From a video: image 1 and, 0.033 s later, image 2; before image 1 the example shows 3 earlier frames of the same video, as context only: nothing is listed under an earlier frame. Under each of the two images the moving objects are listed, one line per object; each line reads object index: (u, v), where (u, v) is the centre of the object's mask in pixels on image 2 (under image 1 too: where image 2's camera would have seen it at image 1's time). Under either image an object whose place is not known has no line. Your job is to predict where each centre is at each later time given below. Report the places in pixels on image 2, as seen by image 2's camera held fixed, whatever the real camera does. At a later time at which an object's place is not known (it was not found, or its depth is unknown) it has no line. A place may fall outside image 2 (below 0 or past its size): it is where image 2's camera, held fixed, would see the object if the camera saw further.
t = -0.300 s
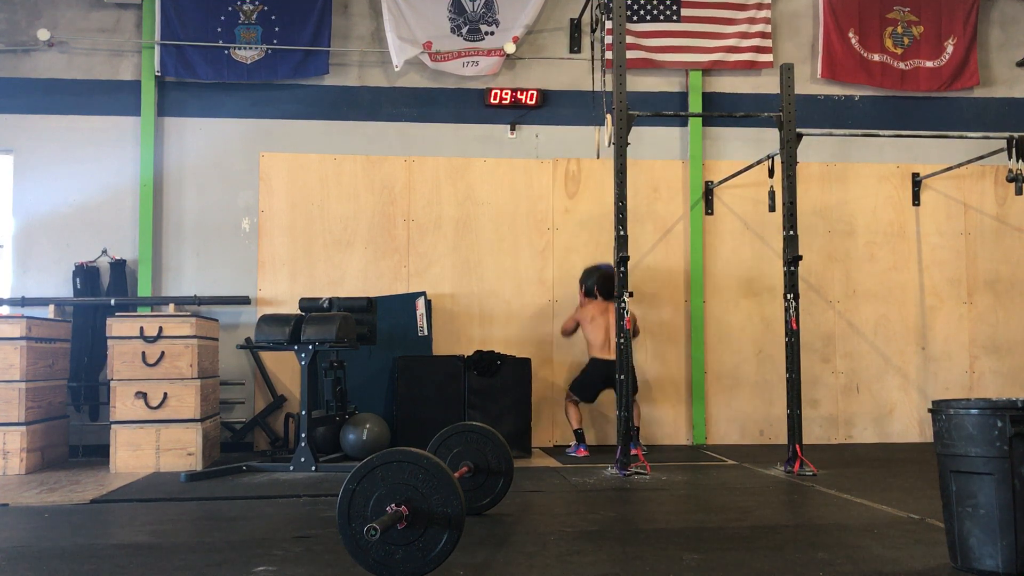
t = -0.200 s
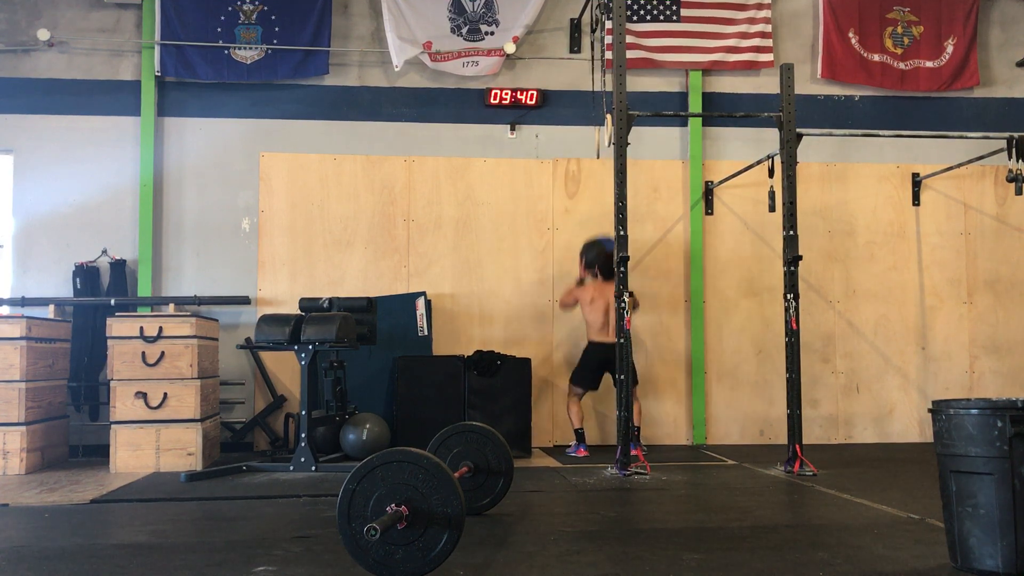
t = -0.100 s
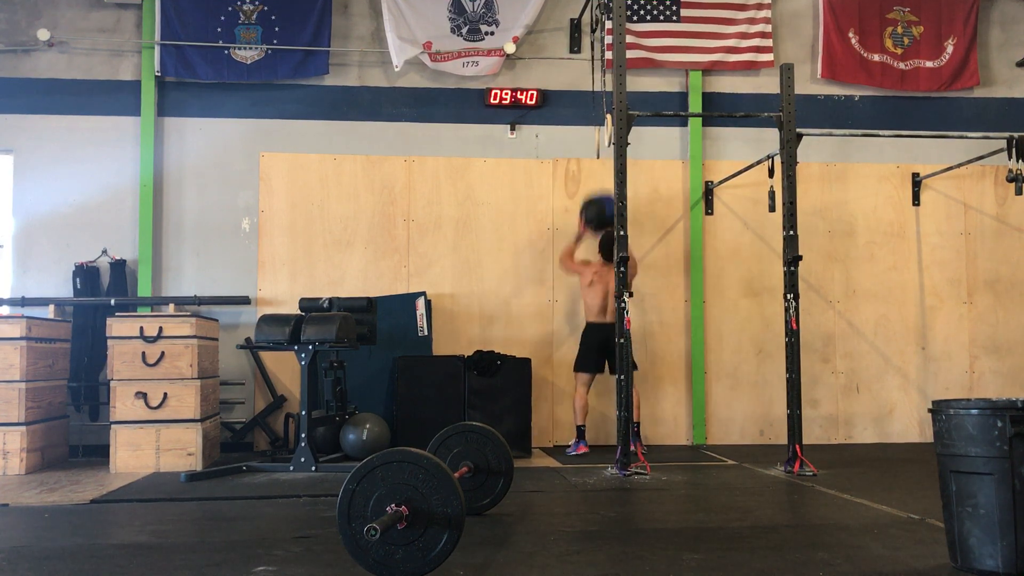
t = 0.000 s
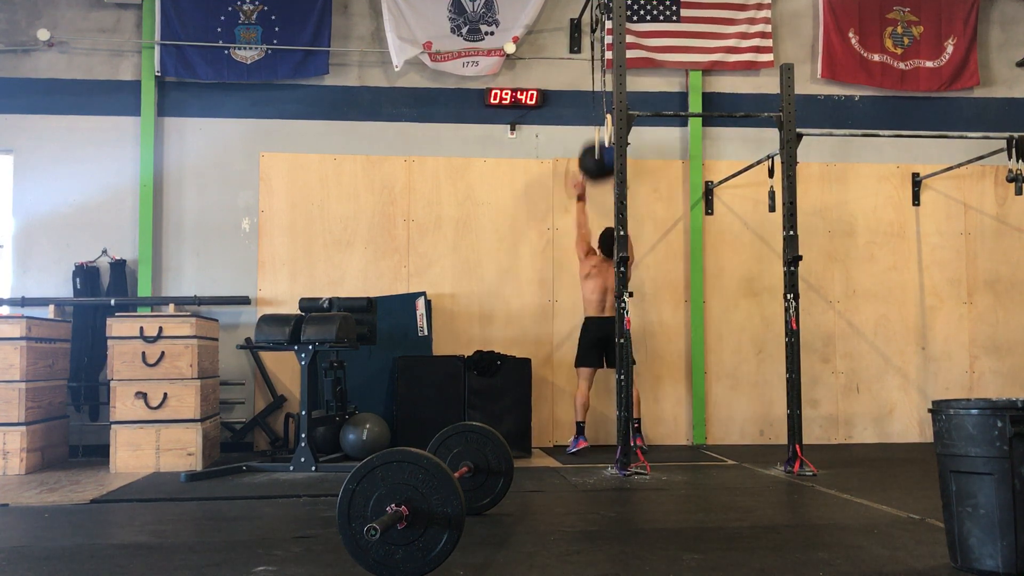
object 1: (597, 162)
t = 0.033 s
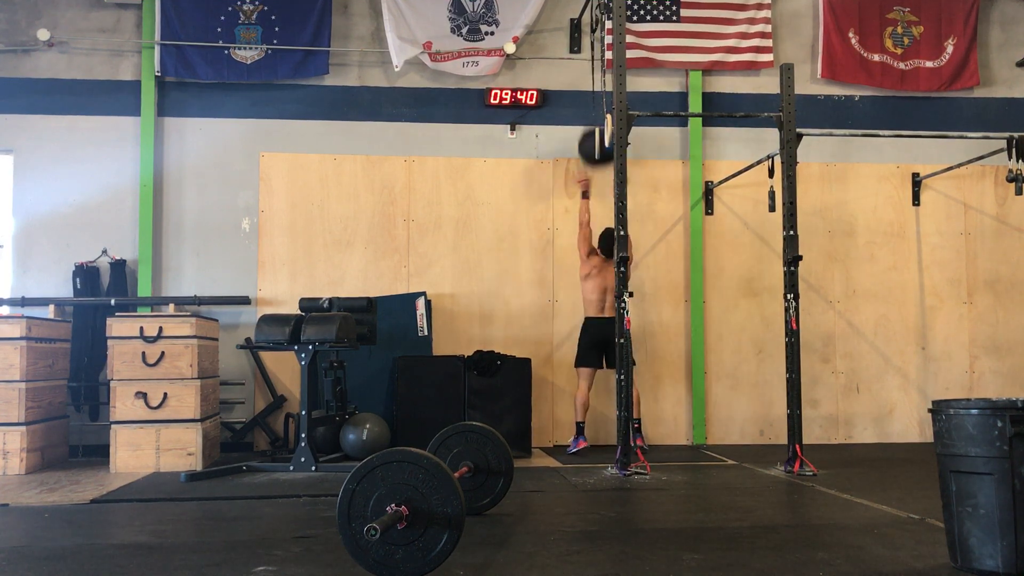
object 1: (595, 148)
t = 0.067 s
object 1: (591, 132)
